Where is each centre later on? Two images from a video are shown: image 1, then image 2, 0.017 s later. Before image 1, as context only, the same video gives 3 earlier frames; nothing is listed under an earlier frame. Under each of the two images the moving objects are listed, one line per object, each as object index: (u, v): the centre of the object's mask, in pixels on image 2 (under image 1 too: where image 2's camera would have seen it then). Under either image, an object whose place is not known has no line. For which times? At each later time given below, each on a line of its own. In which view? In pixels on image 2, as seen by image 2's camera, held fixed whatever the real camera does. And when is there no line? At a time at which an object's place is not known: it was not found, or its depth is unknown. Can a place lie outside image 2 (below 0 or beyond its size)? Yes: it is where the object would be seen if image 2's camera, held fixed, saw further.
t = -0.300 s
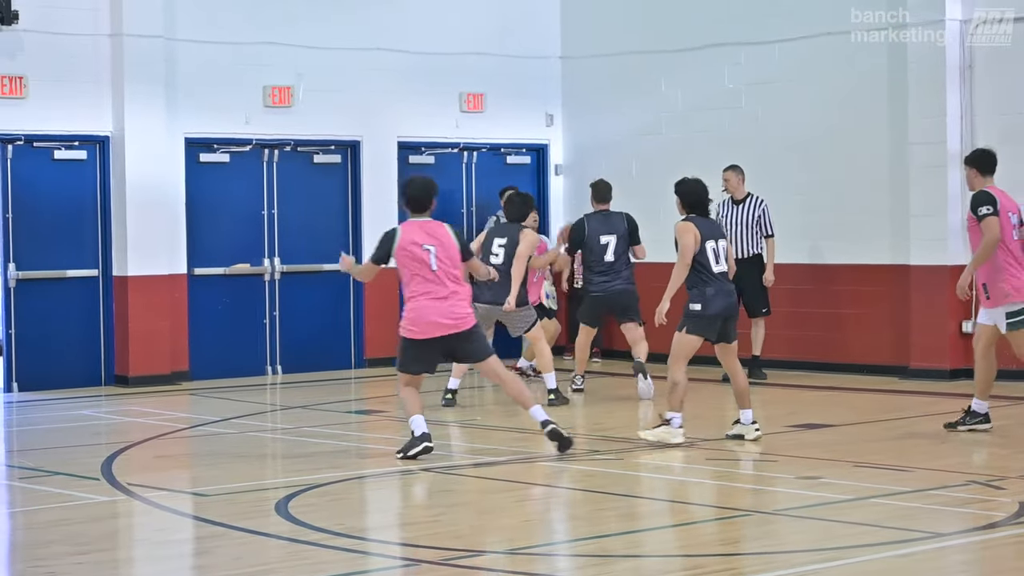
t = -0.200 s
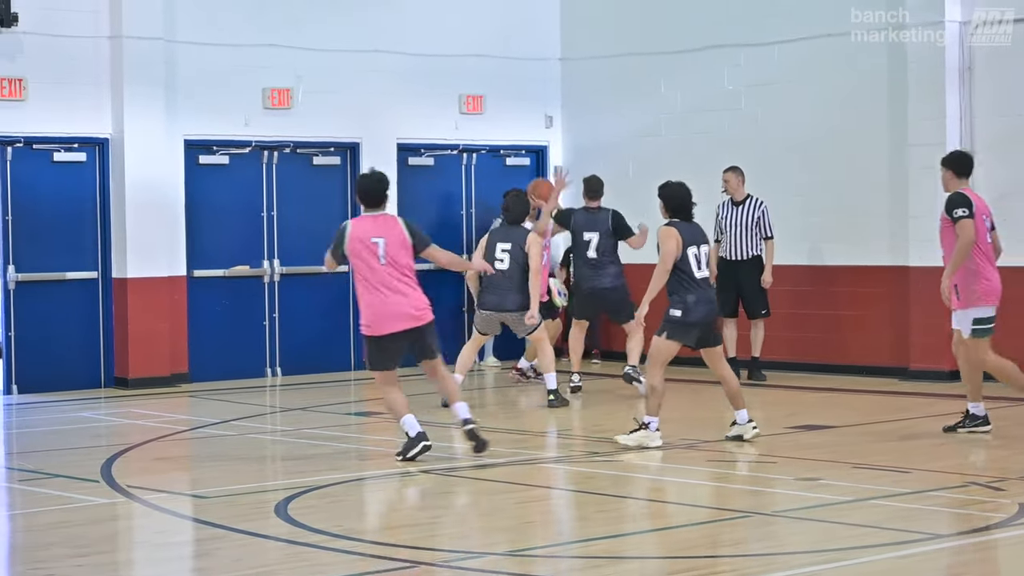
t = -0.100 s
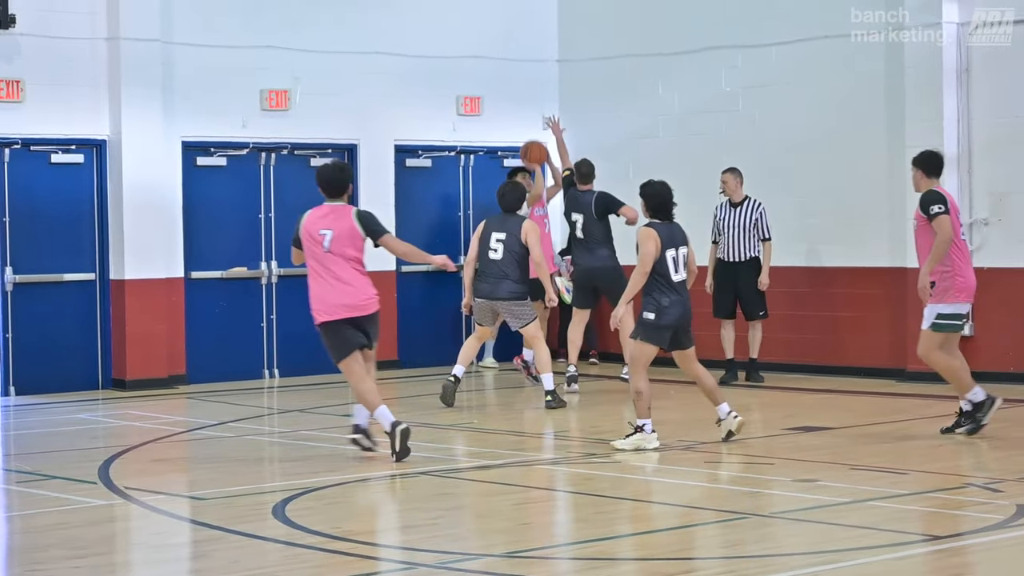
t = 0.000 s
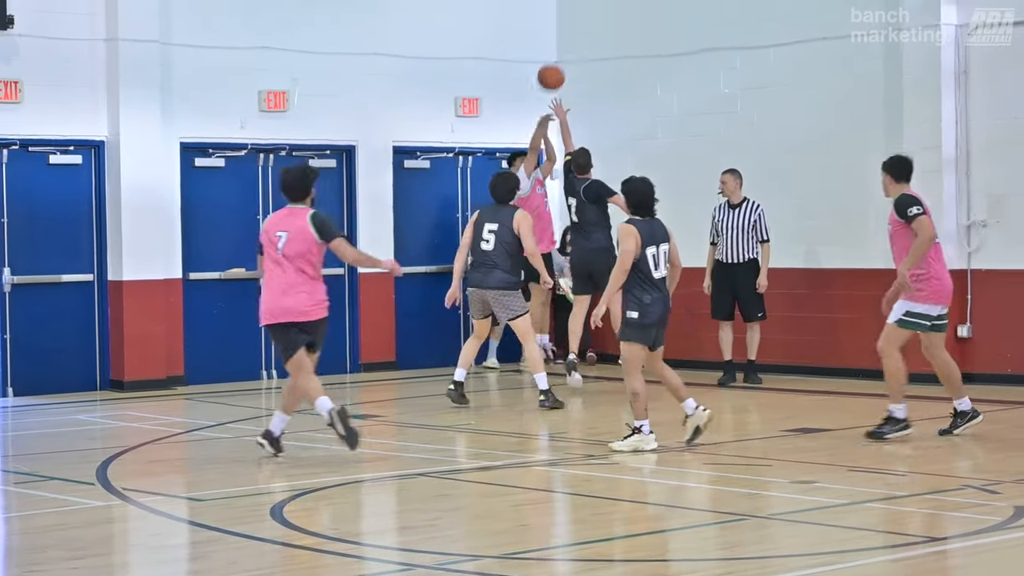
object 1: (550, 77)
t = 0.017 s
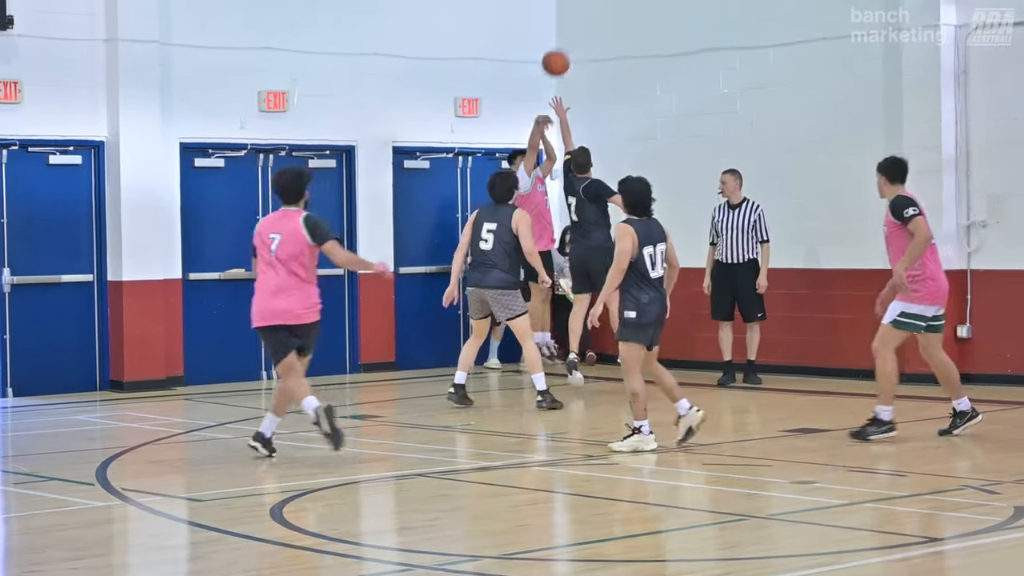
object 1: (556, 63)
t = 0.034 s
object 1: (561, 48)
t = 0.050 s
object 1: (566, 34)
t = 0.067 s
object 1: (571, 20)
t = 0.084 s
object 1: (577, 8)
